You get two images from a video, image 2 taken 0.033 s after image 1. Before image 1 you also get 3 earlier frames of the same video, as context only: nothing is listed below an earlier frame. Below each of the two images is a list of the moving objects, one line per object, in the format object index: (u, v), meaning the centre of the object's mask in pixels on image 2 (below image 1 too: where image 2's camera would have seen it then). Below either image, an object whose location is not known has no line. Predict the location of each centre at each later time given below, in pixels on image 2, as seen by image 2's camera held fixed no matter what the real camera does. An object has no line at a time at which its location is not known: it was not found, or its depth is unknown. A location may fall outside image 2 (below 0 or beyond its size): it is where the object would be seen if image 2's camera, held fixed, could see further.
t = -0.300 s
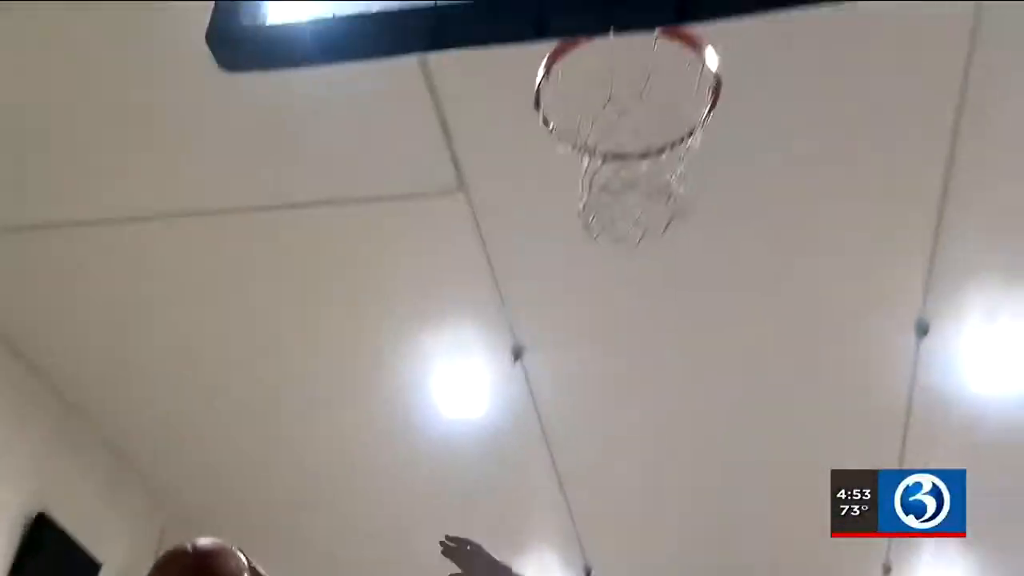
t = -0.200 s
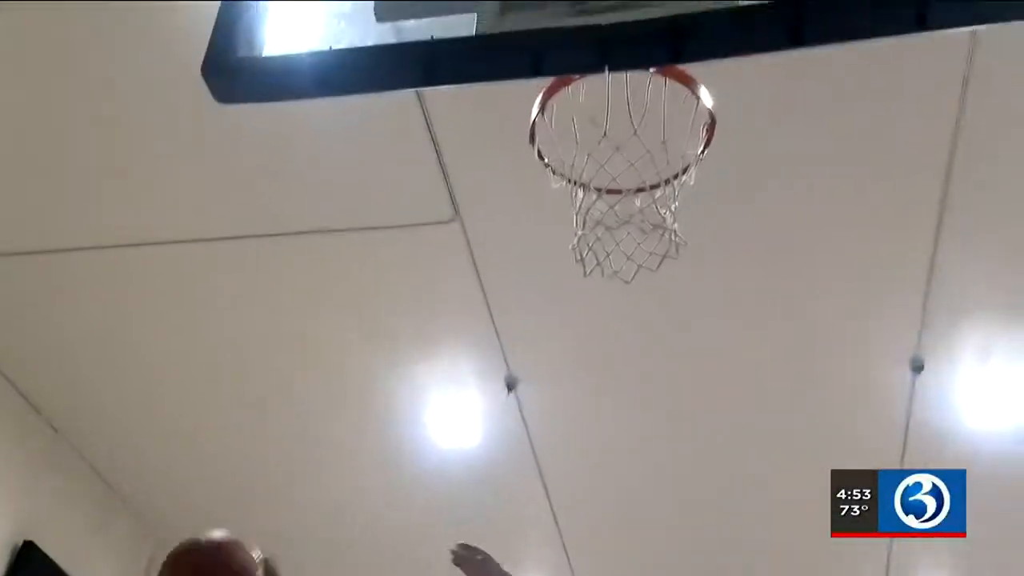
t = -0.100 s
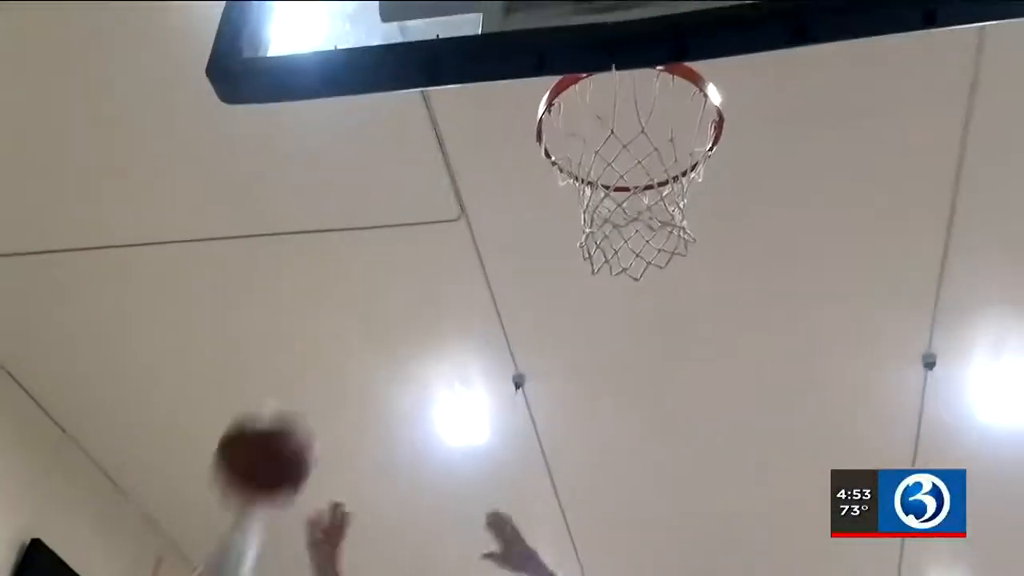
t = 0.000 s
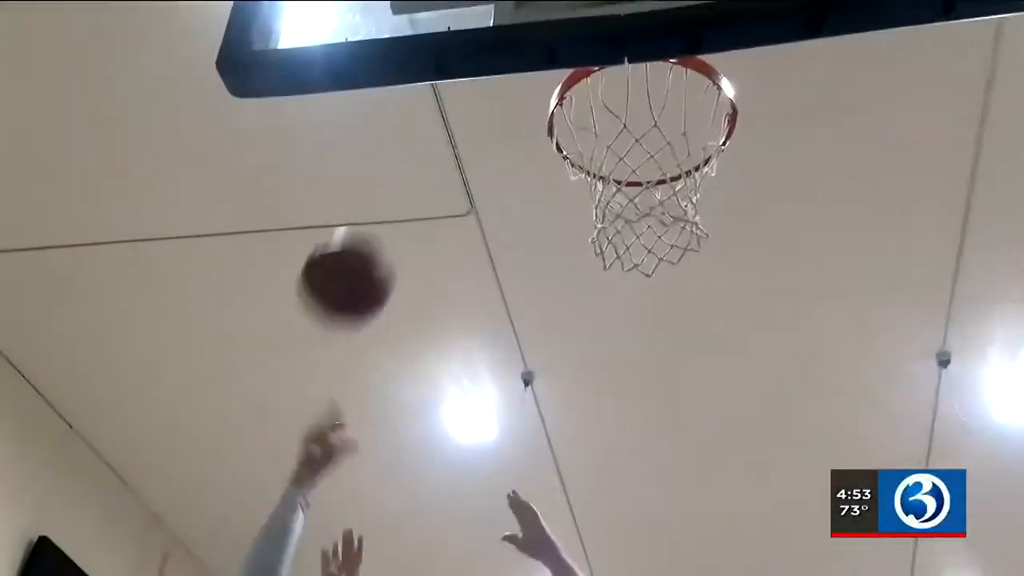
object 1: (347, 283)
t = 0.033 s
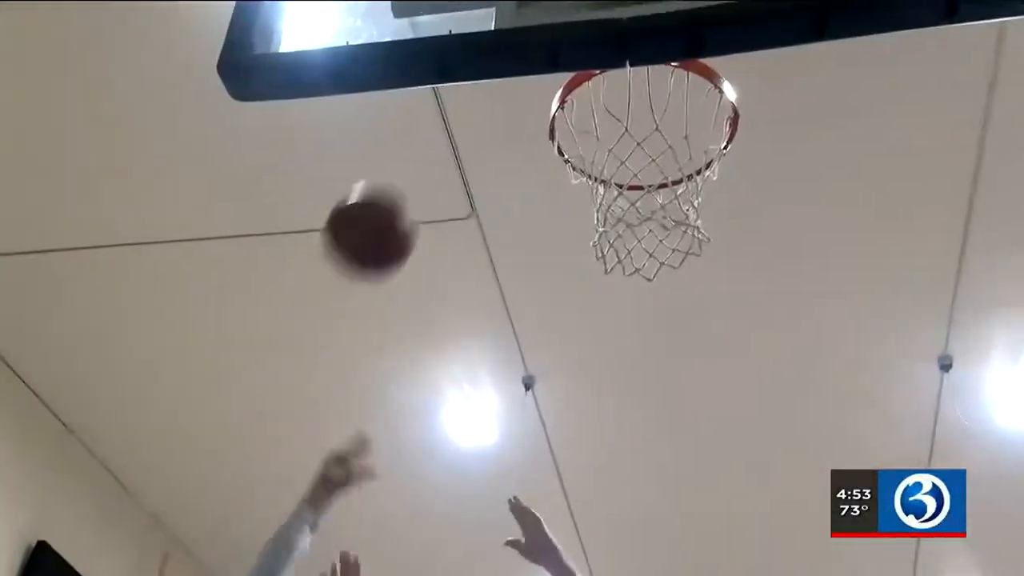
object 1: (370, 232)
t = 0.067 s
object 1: (392, 183)
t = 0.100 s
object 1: (412, 140)
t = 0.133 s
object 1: (433, 113)
